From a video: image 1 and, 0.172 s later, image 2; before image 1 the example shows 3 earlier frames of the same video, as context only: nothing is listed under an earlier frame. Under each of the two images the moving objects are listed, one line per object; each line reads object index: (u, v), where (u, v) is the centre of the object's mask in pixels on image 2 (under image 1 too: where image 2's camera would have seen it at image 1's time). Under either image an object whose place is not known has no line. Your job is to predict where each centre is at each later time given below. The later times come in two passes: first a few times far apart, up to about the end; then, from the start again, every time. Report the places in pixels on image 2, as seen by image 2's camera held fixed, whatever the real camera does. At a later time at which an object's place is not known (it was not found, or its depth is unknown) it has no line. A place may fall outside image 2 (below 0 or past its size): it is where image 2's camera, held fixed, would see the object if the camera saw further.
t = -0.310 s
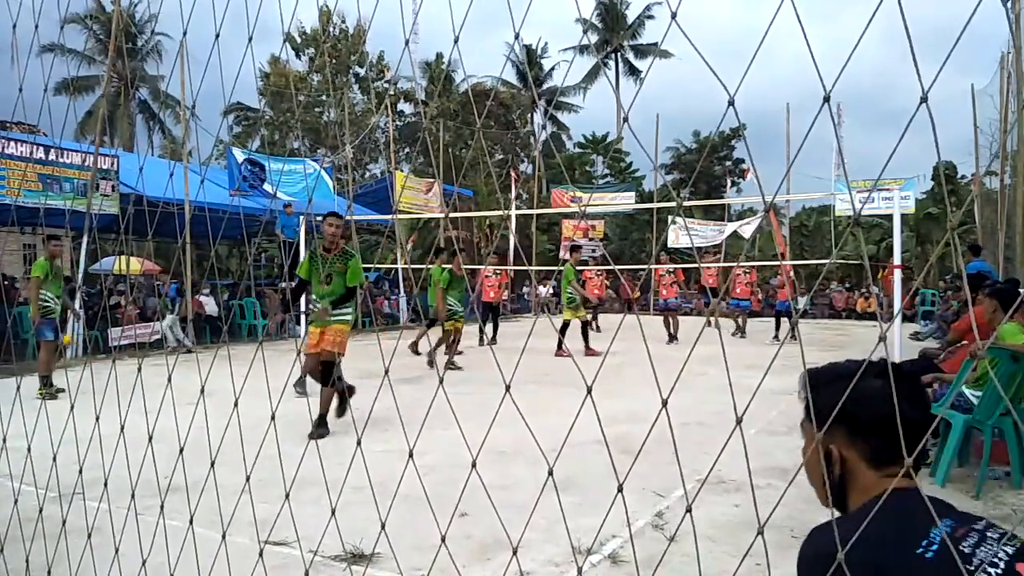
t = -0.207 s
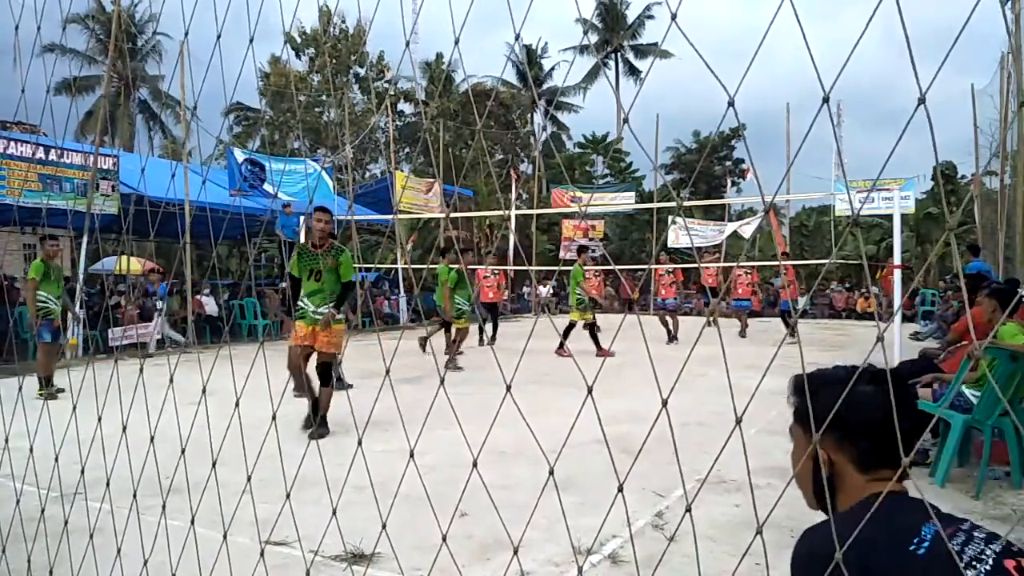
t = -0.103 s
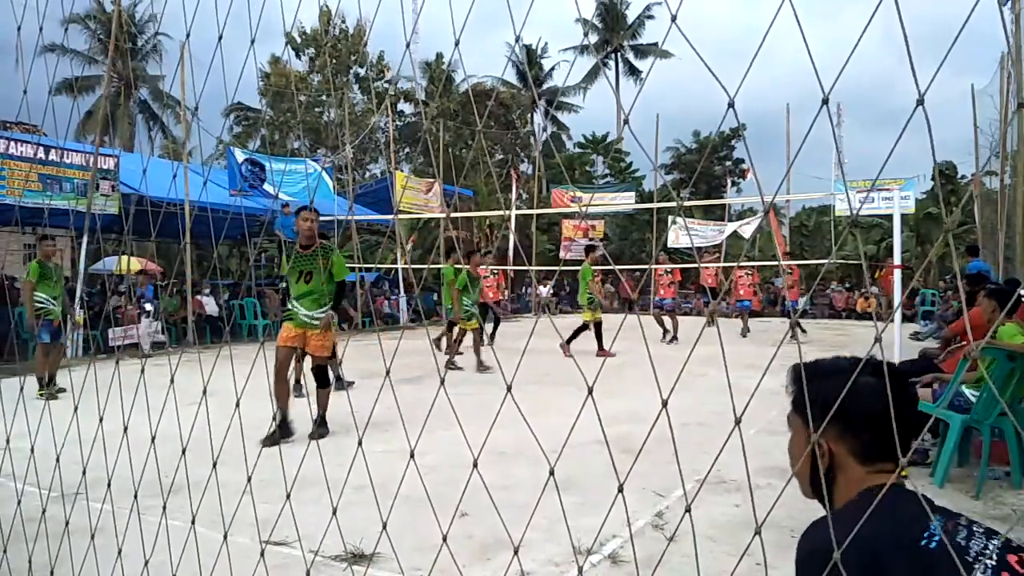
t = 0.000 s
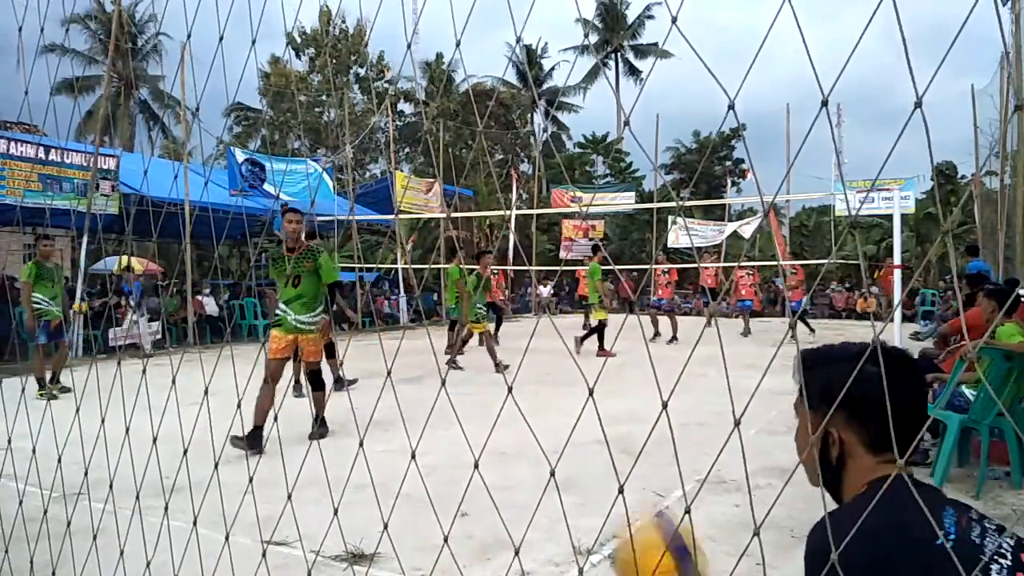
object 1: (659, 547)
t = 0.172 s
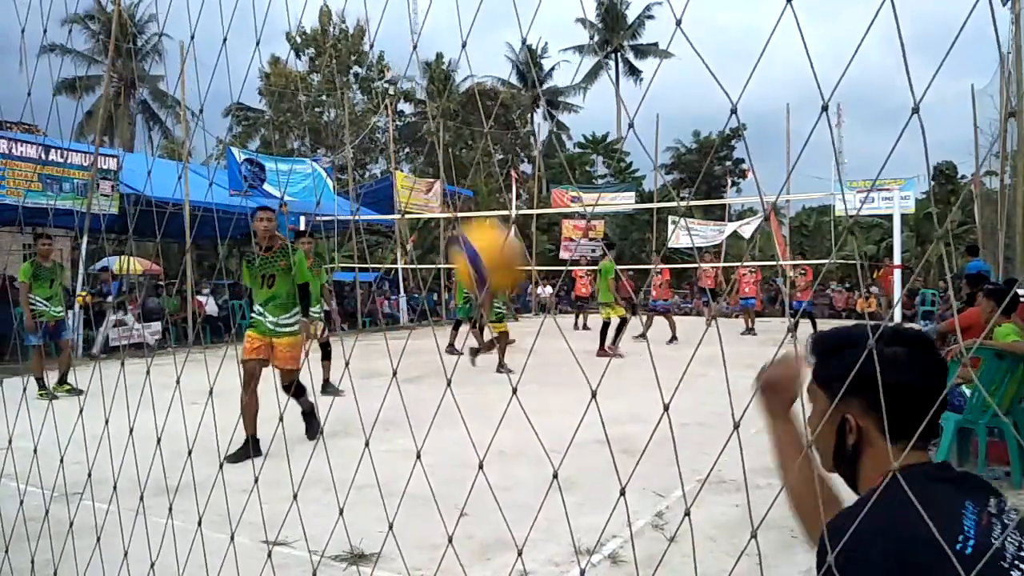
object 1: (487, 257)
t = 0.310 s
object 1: (395, 144)
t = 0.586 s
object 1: (272, 121)
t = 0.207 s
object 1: (463, 222)
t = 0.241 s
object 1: (439, 188)
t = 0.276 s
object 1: (415, 163)
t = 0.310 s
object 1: (395, 144)
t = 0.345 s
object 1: (375, 129)
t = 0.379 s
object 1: (356, 118)
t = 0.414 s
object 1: (340, 111)
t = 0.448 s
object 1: (325, 108)
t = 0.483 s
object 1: (311, 106)
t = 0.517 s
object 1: (296, 108)
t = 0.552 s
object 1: (283, 114)
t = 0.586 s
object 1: (272, 121)
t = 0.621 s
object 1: (261, 129)
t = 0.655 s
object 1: (251, 140)
